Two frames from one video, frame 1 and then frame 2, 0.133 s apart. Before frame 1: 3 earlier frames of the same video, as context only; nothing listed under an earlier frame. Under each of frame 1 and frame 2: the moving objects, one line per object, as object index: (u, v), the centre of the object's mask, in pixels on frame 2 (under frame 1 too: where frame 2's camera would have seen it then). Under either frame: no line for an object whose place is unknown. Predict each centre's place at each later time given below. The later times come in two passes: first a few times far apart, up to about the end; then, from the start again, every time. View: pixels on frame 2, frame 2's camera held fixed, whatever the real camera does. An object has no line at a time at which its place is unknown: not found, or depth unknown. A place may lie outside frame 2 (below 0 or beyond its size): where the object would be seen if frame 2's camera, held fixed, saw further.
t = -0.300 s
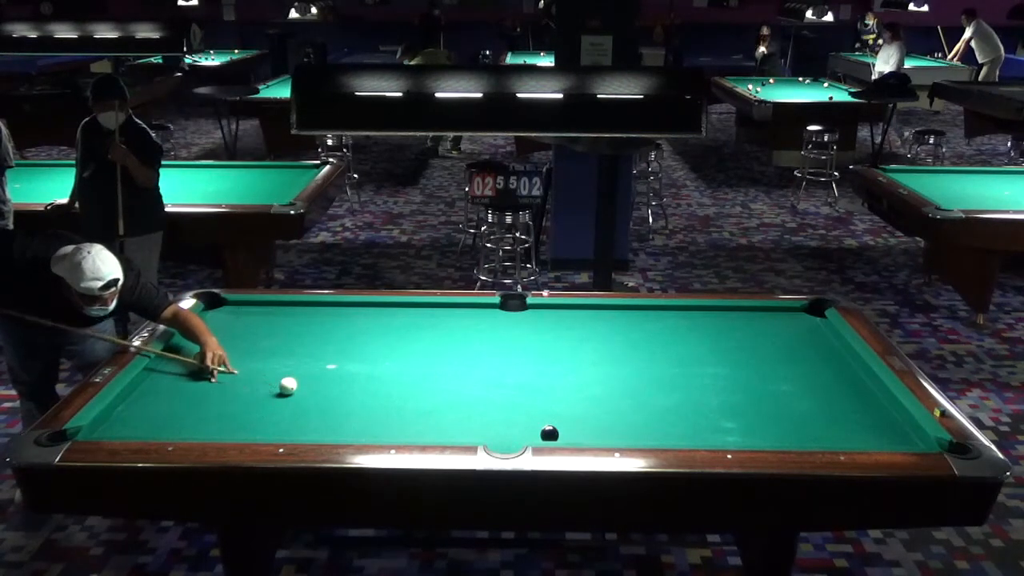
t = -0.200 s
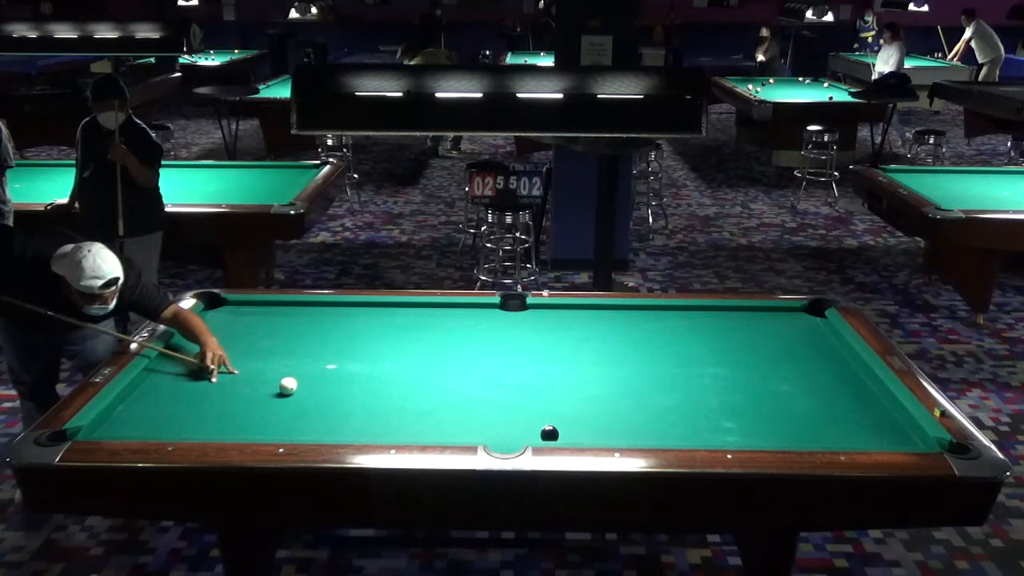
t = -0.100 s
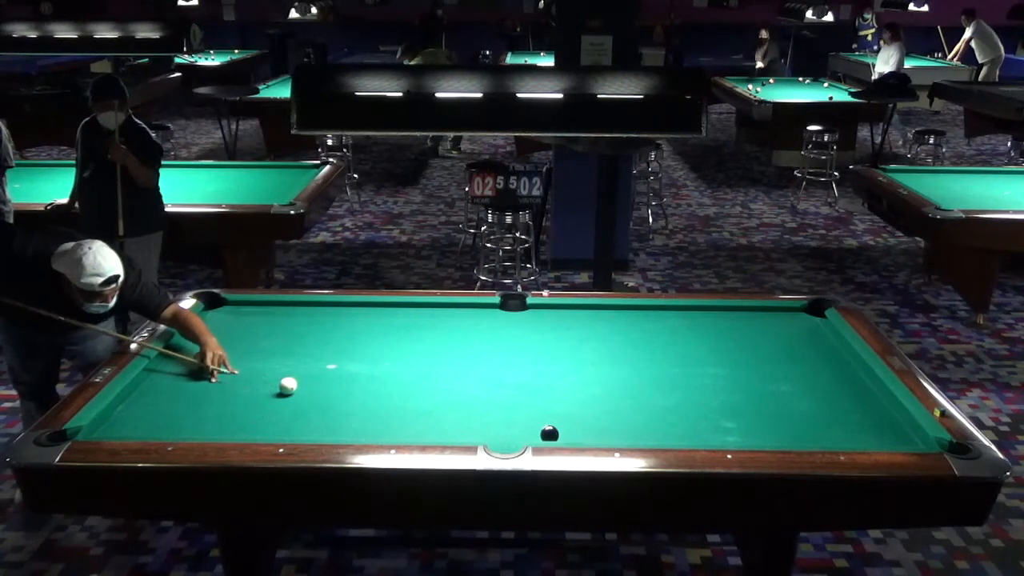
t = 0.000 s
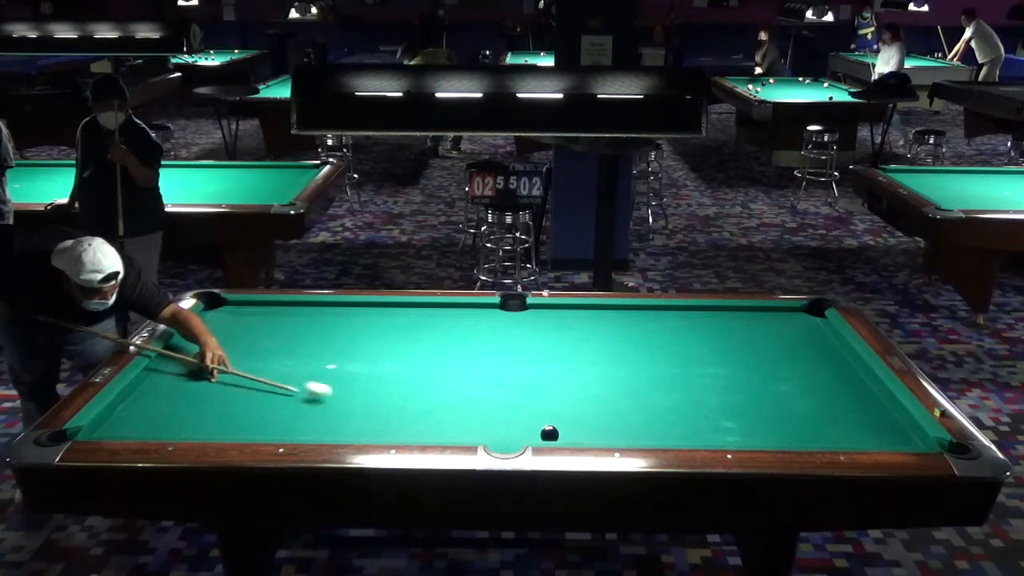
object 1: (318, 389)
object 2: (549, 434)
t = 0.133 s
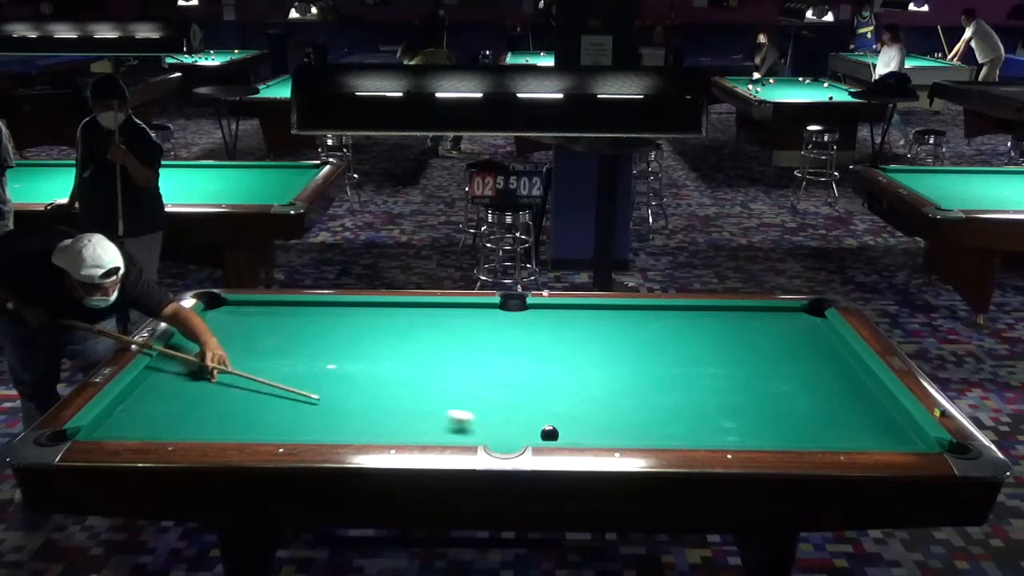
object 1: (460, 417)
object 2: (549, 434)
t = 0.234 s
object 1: (529, 436)
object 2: (588, 434)
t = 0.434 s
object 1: (508, 424)
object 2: (781, 438)
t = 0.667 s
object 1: (483, 409)
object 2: (924, 443)
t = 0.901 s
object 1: (460, 394)
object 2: (889, 440)
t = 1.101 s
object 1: (443, 384)
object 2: (852, 440)
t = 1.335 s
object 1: (425, 371)
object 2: (810, 437)
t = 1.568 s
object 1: (408, 361)
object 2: (771, 435)
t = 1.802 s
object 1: (393, 351)
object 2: (735, 434)
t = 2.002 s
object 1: (381, 343)
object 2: (704, 432)
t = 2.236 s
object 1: (368, 335)
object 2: (671, 430)
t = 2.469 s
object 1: (356, 327)
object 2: (639, 428)
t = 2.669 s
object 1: (346, 321)
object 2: (613, 426)
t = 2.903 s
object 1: (336, 314)
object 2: (585, 423)
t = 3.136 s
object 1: (326, 308)
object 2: (558, 421)
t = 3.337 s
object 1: (319, 304)
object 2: (537, 419)
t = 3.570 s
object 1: (310, 307)
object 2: (513, 417)
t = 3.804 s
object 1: (302, 309)
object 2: (492, 415)
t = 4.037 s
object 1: (295, 312)
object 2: (472, 414)
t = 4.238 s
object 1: (290, 313)
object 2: (456, 413)
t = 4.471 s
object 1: (284, 316)
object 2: (439, 411)
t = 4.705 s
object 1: (280, 317)
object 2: (423, 410)
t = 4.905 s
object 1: (276, 319)
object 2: (411, 409)
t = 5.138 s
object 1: (273, 320)
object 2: (398, 409)
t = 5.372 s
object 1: (271, 321)
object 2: (387, 408)
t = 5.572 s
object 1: (270, 321)
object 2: (378, 407)
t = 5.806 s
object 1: (269, 322)
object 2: (369, 407)
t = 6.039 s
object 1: (269, 322)
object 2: (362, 406)
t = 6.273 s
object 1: (269, 322)
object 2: (355, 405)
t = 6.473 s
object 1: (269, 322)
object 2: (349, 405)
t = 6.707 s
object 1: (269, 322)
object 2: (345, 405)
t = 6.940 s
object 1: (269, 322)
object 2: (342, 404)
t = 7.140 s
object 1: (269, 322)
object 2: (341, 404)
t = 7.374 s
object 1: (269, 322)
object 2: (341, 404)
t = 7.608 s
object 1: (269, 322)
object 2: (341, 404)
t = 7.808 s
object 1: (269, 322)
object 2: (341, 404)
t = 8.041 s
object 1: (269, 322)
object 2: (341, 404)
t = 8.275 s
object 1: (269, 322)
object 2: (341, 404)
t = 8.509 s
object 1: (269, 322)
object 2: (341, 404)
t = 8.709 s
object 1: (269, 322)
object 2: (341, 404)
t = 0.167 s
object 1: (498, 426)
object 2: (549, 434)
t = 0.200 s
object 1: (530, 432)
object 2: (553, 433)
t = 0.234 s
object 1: (529, 436)
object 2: (588, 434)
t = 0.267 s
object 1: (526, 435)
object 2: (623, 435)
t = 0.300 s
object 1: (522, 433)
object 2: (658, 436)
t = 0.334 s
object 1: (518, 432)
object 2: (692, 438)
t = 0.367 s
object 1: (515, 429)
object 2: (723, 439)
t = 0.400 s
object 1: (511, 427)
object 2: (752, 438)
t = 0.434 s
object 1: (508, 424)
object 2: (781, 438)
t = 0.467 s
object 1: (503, 422)
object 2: (807, 438)
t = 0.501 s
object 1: (500, 420)
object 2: (834, 438)
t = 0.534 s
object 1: (496, 418)
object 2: (859, 439)
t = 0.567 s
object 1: (493, 415)
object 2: (884, 438)
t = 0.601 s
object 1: (489, 412)
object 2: (910, 440)
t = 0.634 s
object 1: (486, 411)
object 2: (927, 441)
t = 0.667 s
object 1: (483, 409)
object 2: (924, 443)
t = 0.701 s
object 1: (479, 407)
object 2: (926, 440)
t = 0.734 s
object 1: (476, 405)
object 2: (921, 439)
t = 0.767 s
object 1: (473, 402)
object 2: (914, 439)
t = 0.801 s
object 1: (470, 400)
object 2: (907, 440)
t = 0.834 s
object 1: (466, 398)
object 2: (902, 440)
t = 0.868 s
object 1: (464, 397)
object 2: (895, 440)
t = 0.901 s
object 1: (460, 394)
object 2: (889, 440)
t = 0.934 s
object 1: (457, 393)
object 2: (882, 440)
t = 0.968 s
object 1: (454, 391)
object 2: (877, 440)
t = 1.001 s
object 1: (452, 389)
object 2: (869, 440)
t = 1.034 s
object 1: (449, 387)
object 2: (863, 440)
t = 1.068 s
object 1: (446, 385)
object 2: (857, 440)
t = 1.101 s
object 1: (443, 384)
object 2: (852, 440)
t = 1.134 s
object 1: (440, 382)
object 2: (846, 439)
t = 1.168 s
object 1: (438, 380)
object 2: (839, 439)
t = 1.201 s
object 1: (435, 378)
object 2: (833, 439)
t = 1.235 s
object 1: (432, 376)
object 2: (828, 438)
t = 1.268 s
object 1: (430, 375)
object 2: (822, 438)
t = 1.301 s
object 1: (427, 373)
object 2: (817, 437)
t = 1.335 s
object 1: (425, 371)
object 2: (810, 437)
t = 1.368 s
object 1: (422, 370)
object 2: (804, 437)
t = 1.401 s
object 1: (420, 369)
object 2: (799, 437)
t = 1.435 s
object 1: (417, 367)
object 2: (793, 437)
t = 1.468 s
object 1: (415, 365)
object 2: (788, 436)
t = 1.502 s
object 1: (413, 364)
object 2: (782, 435)
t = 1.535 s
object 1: (411, 362)
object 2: (777, 435)
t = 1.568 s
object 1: (408, 361)
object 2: (771, 435)
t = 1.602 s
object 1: (406, 359)
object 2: (766, 435)
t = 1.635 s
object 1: (404, 358)
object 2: (761, 435)
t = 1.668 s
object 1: (402, 356)
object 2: (755, 434)
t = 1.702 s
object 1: (399, 355)
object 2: (750, 434)
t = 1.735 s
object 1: (397, 354)
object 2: (745, 434)
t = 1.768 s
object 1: (395, 352)
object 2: (740, 434)
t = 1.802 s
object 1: (393, 351)
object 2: (735, 434)
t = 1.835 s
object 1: (391, 349)
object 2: (729, 433)
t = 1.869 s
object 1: (389, 348)
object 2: (725, 433)
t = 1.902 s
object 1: (387, 347)
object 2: (719, 433)
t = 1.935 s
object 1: (384, 345)
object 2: (714, 433)
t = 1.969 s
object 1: (382, 344)
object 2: (710, 433)
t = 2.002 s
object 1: (381, 343)
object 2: (704, 432)
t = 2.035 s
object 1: (379, 342)
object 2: (700, 432)
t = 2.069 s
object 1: (377, 341)
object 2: (695, 431)
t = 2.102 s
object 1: (375, 339)
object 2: (689, 431)
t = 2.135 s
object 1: (373, 338)
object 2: (685, 431)
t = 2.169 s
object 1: (371, 337)
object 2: (680, 431)
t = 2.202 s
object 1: (369, 336)
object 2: (675, 431)
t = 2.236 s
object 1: (368, 335)
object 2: (671, 430)
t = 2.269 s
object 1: (366, 334)
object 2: (666, 430)
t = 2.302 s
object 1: (364, 332)
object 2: (661, 429)
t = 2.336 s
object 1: (362, 331)
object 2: (656, 429)
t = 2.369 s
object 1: (361, 330)
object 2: (652, 429)
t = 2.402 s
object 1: (359, 329)
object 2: (648, 429)
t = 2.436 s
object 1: (357, 328)
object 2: (643, 429)
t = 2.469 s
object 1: (356, 327)
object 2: (639, 428)
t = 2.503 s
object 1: (354, 326)
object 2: (635, 428)
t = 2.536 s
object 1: (353, 325)
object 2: (630, 427)
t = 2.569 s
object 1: (351, 324)
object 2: (626, 427)
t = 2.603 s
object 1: (349, 323)
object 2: (621, 426)
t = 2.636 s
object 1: (348, 322)
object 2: (617, 427)
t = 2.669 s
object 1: (346, 321)
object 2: (613, 426)
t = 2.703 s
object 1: (344, 320)
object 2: (609, 425)
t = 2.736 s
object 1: (343, 319)
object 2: (605, 425)
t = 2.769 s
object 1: (342, 318)
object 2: (601, 425)
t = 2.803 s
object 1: (340, 317)
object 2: (597, 424)
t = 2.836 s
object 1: (339, 316)
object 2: (593, 424)
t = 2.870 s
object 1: (337, 315)
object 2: (589, 424)
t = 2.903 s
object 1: (336, 314)
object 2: (585, 423)
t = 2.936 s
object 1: (335, 313)
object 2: (581, 423)
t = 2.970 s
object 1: (333, 312)
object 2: (577, 422)
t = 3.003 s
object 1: (332, 311)
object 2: (573, 422)
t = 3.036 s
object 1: (330, 310)
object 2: (570, 422)
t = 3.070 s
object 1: (329, 309)
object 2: (566, 422)
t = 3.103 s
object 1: (328, 309)
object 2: (562, 422)
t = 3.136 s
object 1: (326, 308)
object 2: (558, 421)
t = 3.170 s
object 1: (325, 307)
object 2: (555, 421)
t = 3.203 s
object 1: (324, 306)
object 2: (551, 421)
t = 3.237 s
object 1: (323, 306)
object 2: (547, 420)
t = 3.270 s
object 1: (321, 305)
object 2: (544, 420)
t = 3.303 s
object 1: (320, 304)
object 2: (540, 420)
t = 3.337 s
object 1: (319, 304)
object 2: (537, 419)
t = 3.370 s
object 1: (317, 305)
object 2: (533, 419)
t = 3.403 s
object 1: (316, 305)
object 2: (530, 419)
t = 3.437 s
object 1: (315, 305)
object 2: (527, 419)
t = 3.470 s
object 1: (314, 306)
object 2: (524, 418)
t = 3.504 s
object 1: (312, 306)
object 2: (520, 418)
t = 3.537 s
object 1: (311, 307)
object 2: (517, 417)
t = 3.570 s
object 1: (310, 307)
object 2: (513, 417)
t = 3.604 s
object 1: (309, 307)
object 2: (510, 417)
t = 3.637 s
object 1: (308, 308)
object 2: (507, 417)
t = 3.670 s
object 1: (307, 308)
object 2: (504, 417)
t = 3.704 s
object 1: (305, 308)
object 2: (501, 416)
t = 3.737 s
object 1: (304, 309)
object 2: (498, 416)
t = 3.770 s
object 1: (303, 309)
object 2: (495, 416)
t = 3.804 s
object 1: (302, 309)
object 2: (492, 415)
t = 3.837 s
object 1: (301, 310)
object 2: (489, 415)
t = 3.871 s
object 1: (300, 310)
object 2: (486, 415)
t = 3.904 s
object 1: (299, 310)
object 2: (483, 415)
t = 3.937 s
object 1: (298, 311)
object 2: (480, 414)
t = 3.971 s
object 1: (297, 311)
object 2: (477, 414)
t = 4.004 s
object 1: (296, 311)
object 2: (475, 414)
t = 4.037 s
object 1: (295, 312)
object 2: (472, 414)
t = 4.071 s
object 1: (294, 312)
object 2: (469, 414)
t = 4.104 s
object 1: (293, 312)
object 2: (466, 413)
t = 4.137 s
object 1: (292, 312)
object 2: (463, 413)
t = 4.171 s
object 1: (291, 313)
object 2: (461, 413)
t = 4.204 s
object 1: (290, 313)
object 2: (458, 413)
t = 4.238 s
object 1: (290, 313)
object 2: (456, 413)
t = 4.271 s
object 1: (288, 314)
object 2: (453, 413)
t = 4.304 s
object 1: (288, 314)
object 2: (451, 412)
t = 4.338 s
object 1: (287, 314)
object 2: (448, 412)
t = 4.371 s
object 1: (286, 314)
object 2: (446, 412)
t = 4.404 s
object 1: (286, 315)
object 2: (443, 412)
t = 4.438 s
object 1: (285, 315)
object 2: (441, 411)
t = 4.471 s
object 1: (284, 316)
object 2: (439, 411)
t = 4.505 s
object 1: (283, 316)
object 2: (436, 411)
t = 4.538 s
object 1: (283, 316)
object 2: (434, 411)
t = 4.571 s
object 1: (282, 316)
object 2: (432, 411)
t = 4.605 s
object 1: (281, 316)
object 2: (429, 411)
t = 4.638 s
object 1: (281, 317)
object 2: (427, 411)
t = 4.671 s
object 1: (280, 317)
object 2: (425, 410)
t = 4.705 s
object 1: (280, 317)
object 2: (423, 410)
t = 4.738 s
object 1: (279, 317)
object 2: (421, 410)
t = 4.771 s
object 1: (278, 318)
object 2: (419, 410)
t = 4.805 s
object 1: (278, 318)
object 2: (417, 410)
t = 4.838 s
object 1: (277, 318)
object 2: (415, 410)
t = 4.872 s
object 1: (277, 318)
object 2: (413, 409)
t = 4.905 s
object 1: (276, 319)
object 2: (411, 409)
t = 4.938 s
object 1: (276, 319)
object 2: (409, 409)
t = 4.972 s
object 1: (275, 319)
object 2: (407, 409)
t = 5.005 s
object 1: (275, 319)
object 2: (405, 409)
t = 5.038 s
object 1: (274, 319)
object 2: (404, 409)
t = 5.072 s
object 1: (274, 320)
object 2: (402, 409)
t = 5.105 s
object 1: (274, 320)
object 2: (400, 409)
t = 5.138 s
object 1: (273, 320)
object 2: (398, 409)
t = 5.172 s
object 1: (273, 320)
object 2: (396, 409)
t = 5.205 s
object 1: (273, 320)
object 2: (395, 408)
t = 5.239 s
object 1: (272, 320)
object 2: (393, 408)
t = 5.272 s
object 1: (272, 320)
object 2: (391, 408)
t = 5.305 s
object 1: (272, 320)
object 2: (390, 408)
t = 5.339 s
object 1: (271, 321)
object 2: (388, 408)
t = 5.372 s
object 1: (271, 321)
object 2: (387, 408)
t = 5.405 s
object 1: (271, 321)
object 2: (385, 408)
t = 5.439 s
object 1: (270, 321)
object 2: (384, 407)
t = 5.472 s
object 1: (270, 321)
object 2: (382, 407)
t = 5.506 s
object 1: (270, 321)
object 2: (381, 407)
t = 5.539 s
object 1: (270, 321)
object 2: (379, 407)
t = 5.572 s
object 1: (270, 321)
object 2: (378, 407)
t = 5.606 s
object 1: (270, 321)
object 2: (377, 407)
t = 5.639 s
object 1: (269, 321)
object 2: (375, 407)
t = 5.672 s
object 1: (269, 321)
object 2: (374, 407)
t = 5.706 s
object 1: (269, 321)
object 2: (373, 407)
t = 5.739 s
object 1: (269, 322)
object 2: (372, 407)
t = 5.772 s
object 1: (269, 322)
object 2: (370, 407)
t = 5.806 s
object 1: (269, 322)
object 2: (369, 407)
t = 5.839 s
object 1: (269, 322)
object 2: (368, 407)
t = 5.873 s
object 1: (269, 322)
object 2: (367, 407)
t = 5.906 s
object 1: (269, 322)
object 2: (366, 407)
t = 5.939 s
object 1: (269, 322)
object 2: (365, 406)
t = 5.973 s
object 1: (269, 322)
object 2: (364, 406)
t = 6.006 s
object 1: (269, 322)
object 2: (363, 406)
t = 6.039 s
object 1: (269, 322)
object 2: (362, 406)
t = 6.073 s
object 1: (269, 322)
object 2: (361, 406)
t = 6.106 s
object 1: (269, 322)
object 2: (359, 406)
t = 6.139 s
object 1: (269, 322)
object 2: (358, 406)
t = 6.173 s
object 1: (269, 322)
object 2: (357, 406)
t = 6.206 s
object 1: (269, 322)
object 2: (357, 406)
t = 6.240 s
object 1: (269, 322)
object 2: (356, 405)
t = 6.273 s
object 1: (269, 322)
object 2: (355, 405)
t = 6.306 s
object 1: (269, 322)
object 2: (354, 405)
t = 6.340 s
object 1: (269, 322)
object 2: (353, 405)
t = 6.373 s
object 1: (269, 322)
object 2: (352, 405)
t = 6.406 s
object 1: (269, 322)
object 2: (351, 405)
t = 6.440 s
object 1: (269, 322)
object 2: (350, 405)
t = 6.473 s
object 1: (269, 322)
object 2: (349, 405)
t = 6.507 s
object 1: (269, 322)
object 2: (349, 405)
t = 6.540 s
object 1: (269, 322)
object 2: (348, 405)
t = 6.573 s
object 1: (269, 322)
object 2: (347, 405)
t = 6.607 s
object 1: (269, 322)
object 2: (347, 405)
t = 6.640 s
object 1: (269, 322)
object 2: (346, 405)
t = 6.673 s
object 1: (269, 322)
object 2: (346, 405)
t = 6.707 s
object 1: (269, 322)
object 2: (345, 405)
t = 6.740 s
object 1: (269, 322)
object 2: (345, 405)
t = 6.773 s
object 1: (269, 322)
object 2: (344, 405)
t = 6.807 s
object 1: (269, 322)
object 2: (344, 405)
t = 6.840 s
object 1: (269, 322)
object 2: (343, 405)
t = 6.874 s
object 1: (269, 322)
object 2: (343, 404)
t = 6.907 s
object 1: (269, 322)
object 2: (343, 404)
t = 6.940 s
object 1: (269, 322)
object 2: (342, 404)
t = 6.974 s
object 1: (269, 322)
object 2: (342, 404)
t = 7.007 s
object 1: (269, 322)
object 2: (342, 404)
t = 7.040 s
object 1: (269, 322)
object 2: (342, 404)
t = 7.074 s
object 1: (269, 322)
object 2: (341, 404)
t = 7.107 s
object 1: (269, 322)
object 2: (341, 404)
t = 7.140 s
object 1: (269, 322)
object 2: (341, 404)
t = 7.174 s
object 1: (269, 322)
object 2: (341, 404)
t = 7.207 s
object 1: (269, 322)
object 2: (341, 404)
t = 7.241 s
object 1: (269, 322)
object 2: (341, 404)
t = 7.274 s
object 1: (269, 322)
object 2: (341, 404)
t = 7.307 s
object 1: (269, 322)
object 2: (341, 404)
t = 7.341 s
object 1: (269, 322)
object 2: (341, 404)
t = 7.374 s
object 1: (269, 322)
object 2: (341, 404)
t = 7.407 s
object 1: (269, 322)
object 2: (341, 404)
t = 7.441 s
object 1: (269, 322)
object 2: (341, 404)
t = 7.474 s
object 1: (269, 322)
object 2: (341, 404)
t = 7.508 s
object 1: (269, 322)
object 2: (341, 404)
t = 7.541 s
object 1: (269, 322)
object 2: (341, 404)
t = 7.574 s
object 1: (269, 322)
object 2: (341, 404)
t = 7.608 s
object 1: (269, 322)
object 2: (341, 404)
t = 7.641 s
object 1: (269, 322)
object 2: (341, 404)
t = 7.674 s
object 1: (269, 322)
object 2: (341, 404)
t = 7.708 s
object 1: (269, 322)
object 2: (341, 404)
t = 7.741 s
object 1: (269, 322)
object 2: (341, 404)
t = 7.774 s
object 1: (269, 322)
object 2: (341, 404)
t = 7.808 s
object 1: (269, 322)
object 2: (341, 404)
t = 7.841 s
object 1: (269, 322)
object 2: (341, 404)
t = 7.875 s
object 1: (269, 322)
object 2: (341, 404)
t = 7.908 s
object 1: (269, 322)
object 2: (341, 404)
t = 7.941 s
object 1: (269, 322)
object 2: (341, 404)
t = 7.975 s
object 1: (269, 322)
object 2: (341, 404)
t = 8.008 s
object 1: (269, 322)
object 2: (341, 404)
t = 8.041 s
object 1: (269, 322)
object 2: (341, 404)
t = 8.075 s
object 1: (269, 322)
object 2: (341, 404)
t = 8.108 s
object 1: (269, 322)
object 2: (341, 404)
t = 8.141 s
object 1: (269, 322)
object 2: (341, 404)
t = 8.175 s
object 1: (269, 322)
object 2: (341, 404)
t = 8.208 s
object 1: (269, 322)
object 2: (341, 404)
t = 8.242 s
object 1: (269, 322)
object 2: (341, 404)
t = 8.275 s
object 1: (269, 322)
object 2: (341, 404)
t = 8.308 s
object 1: (269, 322)
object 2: (341, 404)
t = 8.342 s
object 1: (269, 322)
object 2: (341, 404)
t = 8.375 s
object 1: (269, 322)
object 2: (341, 404)
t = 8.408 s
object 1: (269, 322)
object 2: (341, 404)
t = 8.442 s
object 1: (269, 322)
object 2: (341, 404)
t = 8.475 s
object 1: (269, 322)
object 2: (341, 404)
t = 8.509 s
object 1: (269, 322)
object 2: (341, 404)
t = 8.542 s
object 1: (269, 322)
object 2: (341, 404)
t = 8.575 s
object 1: (269, 322)
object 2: (341, 404)
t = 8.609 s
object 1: (269, 322)
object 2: (341, 404)
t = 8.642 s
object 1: (269, 322)
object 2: (341, 404)
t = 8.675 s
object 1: (269, 322)
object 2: (341, 404)
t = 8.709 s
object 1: (269, 322)
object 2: (341, 404)
